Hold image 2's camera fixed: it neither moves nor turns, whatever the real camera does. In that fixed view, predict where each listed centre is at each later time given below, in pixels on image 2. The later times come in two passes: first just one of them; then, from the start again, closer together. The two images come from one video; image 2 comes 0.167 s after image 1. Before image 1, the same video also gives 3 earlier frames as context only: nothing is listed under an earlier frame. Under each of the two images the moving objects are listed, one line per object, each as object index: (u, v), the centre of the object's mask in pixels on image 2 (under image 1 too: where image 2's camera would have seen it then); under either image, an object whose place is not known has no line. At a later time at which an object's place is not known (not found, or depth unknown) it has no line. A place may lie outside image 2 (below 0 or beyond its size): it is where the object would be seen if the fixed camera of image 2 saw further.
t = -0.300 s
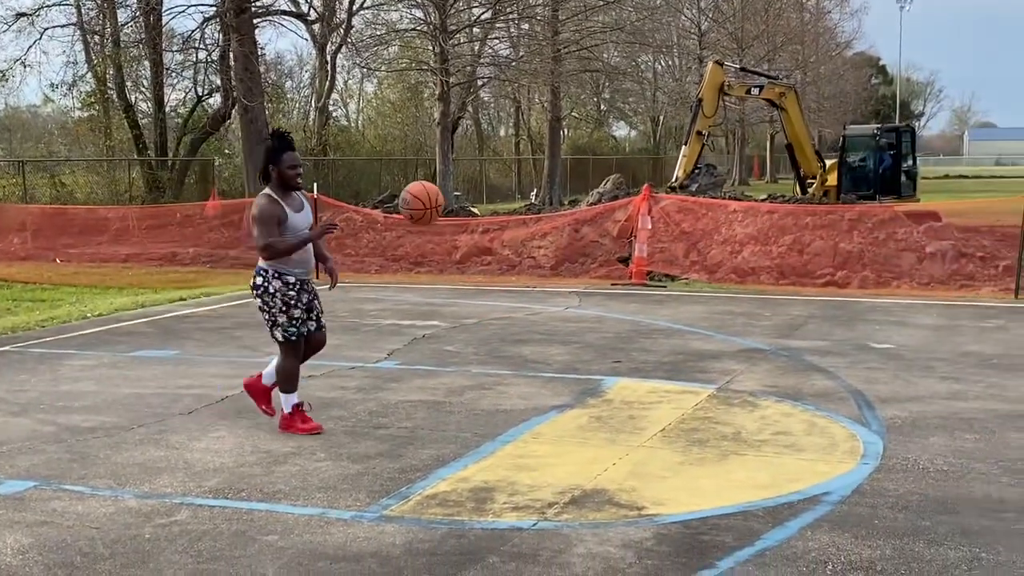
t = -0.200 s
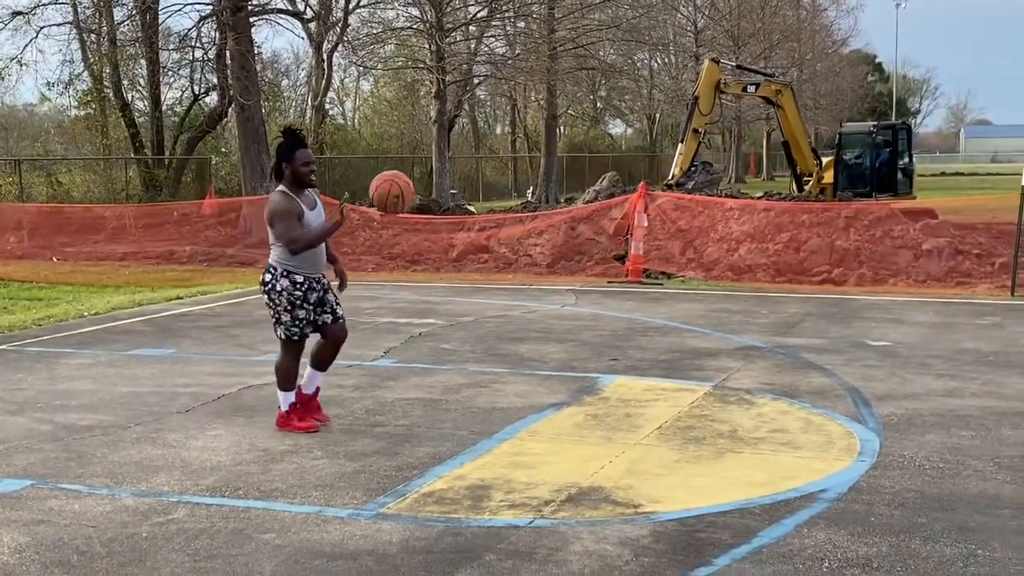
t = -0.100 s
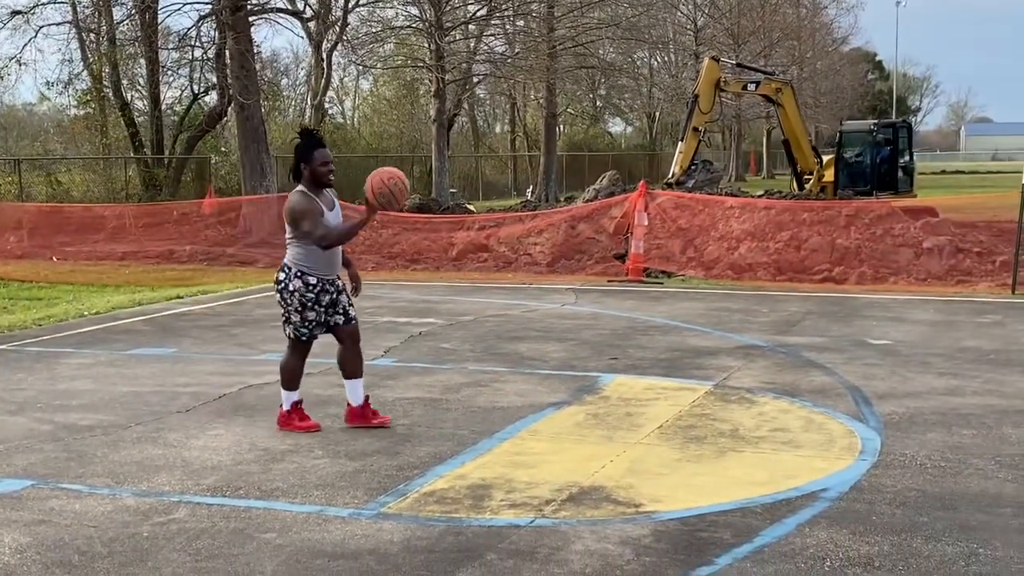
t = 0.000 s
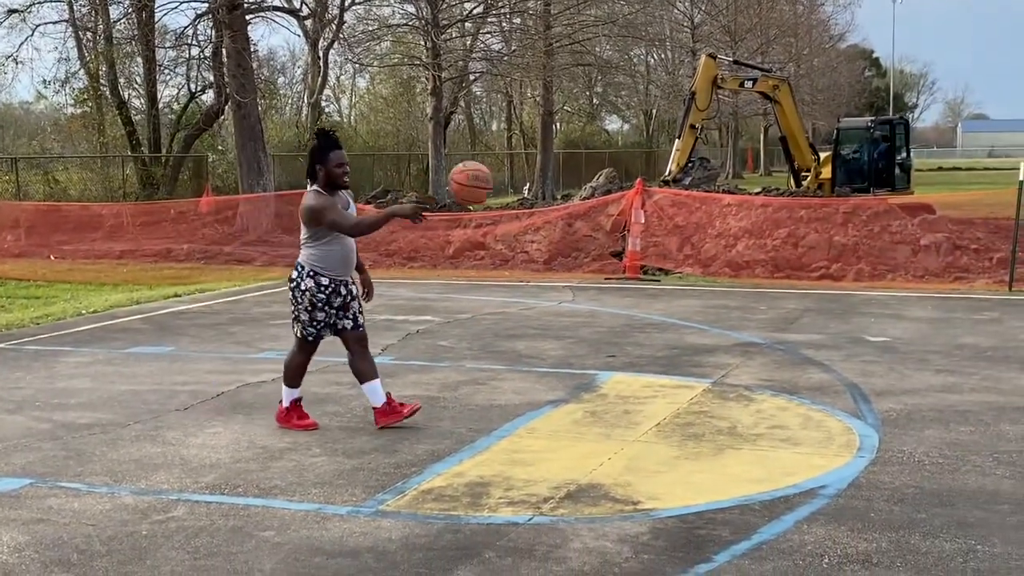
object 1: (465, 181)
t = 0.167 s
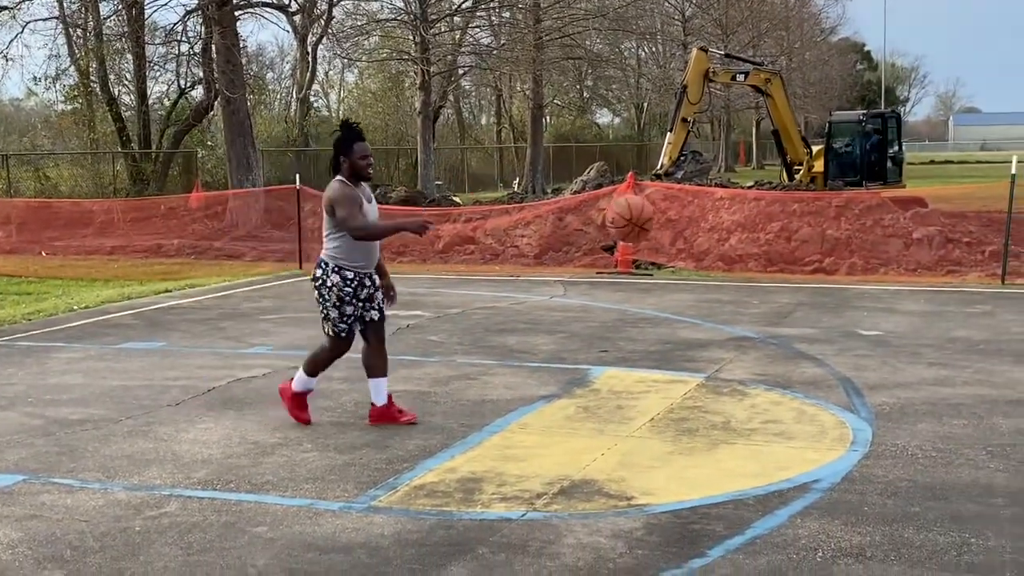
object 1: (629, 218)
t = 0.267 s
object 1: (741, 272)
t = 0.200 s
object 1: (667, 234)
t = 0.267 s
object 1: (741, 272)
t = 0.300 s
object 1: (779, 295)
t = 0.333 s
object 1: (818, 321)
